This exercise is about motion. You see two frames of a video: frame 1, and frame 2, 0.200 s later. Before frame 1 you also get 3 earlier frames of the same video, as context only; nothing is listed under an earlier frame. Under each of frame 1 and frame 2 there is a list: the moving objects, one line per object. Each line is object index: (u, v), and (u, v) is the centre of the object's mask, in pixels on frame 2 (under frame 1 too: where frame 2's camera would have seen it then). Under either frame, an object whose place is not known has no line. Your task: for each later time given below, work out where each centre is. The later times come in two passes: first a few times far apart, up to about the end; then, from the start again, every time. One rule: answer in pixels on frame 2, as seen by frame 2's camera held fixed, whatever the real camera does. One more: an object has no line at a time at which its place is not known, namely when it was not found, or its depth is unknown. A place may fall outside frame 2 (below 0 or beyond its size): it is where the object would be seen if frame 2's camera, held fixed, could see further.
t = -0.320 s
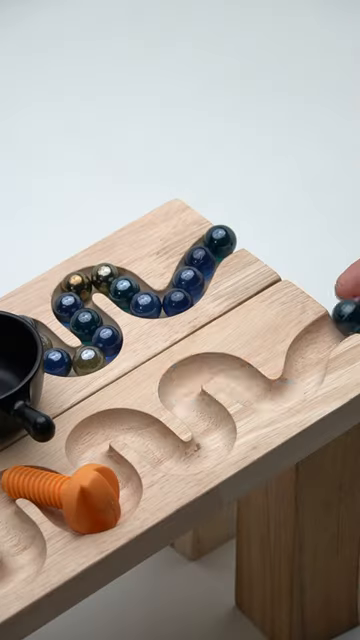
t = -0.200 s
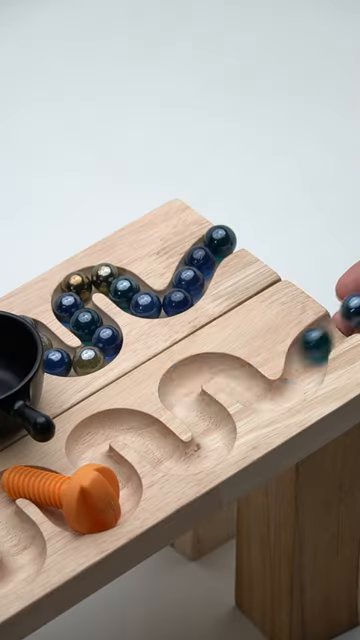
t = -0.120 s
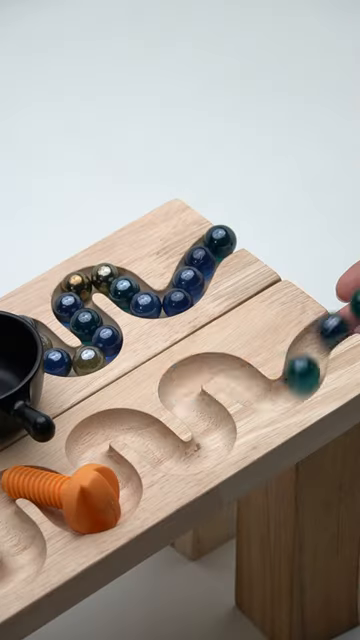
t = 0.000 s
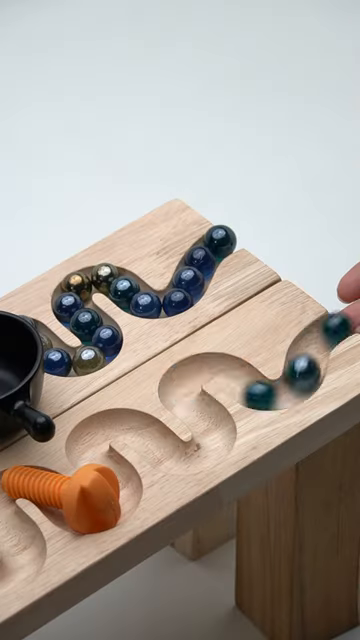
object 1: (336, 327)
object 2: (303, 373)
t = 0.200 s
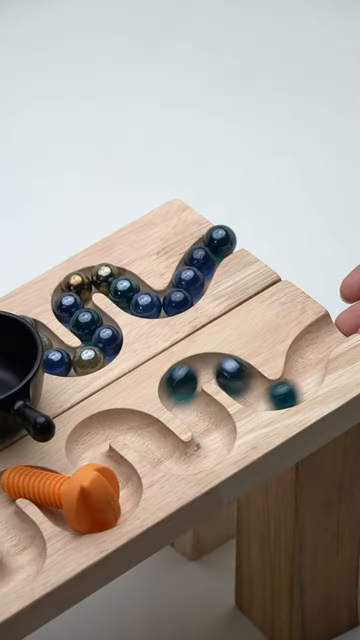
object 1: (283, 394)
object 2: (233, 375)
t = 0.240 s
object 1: (263, 396)
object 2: (218, 368)
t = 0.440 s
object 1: (179, 384)
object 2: (208, 419)
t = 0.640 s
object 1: (212, 448)
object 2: (165, 454)
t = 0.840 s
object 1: (130, 424)
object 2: (87, 441)
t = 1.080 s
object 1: (85, 449)
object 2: (110, 466)
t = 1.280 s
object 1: (85, 449)
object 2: (110, 466)
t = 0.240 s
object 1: (263, 396)
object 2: (218, 368)
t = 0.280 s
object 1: (246, 389)
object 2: (195, 368)
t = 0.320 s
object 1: (232, 376)
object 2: (181, 382)
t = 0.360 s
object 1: (217, 366)
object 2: (178, 396)
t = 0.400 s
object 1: (196, 368)
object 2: (193, 408)
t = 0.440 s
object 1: (179, 384)
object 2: (208, 419)
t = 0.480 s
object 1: (178, 399)
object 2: (216, 431)
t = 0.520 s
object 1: (195, 411)
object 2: (214, 443)
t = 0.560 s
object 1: (212, 420)
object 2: (203, 453)
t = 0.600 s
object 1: (218, 435)
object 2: (183, 459)
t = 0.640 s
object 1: (212, 448)
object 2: (165, 454)
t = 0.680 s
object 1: (194, 459)
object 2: (152, 445)
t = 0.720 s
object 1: (174, 459)
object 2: (140, 433)
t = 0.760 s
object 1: (158, 450)
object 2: (125, 423)
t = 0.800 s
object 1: (144, 437)
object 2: (103, 423)
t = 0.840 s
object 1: (130, 424)
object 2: (87, 441)
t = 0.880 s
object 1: (108, 423)
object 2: (87, 450)
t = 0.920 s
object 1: (88, 433)
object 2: (97, 456)
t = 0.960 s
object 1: (82, 446)
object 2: (107, 461)
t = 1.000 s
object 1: (86, 449)
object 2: (111, 466)
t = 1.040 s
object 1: (85, 449)
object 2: (109, 465)
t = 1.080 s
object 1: (85, 449)
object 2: (110, 466)
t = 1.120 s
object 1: (85, 449)
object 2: (110, 466)
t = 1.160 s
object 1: (85, 449)
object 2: (110, 466)
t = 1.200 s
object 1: (85, 449)
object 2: (110, 466)
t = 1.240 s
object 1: (85, 449)
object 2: (110, 466)
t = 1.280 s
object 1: (85, 449)
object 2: (110, 466)
